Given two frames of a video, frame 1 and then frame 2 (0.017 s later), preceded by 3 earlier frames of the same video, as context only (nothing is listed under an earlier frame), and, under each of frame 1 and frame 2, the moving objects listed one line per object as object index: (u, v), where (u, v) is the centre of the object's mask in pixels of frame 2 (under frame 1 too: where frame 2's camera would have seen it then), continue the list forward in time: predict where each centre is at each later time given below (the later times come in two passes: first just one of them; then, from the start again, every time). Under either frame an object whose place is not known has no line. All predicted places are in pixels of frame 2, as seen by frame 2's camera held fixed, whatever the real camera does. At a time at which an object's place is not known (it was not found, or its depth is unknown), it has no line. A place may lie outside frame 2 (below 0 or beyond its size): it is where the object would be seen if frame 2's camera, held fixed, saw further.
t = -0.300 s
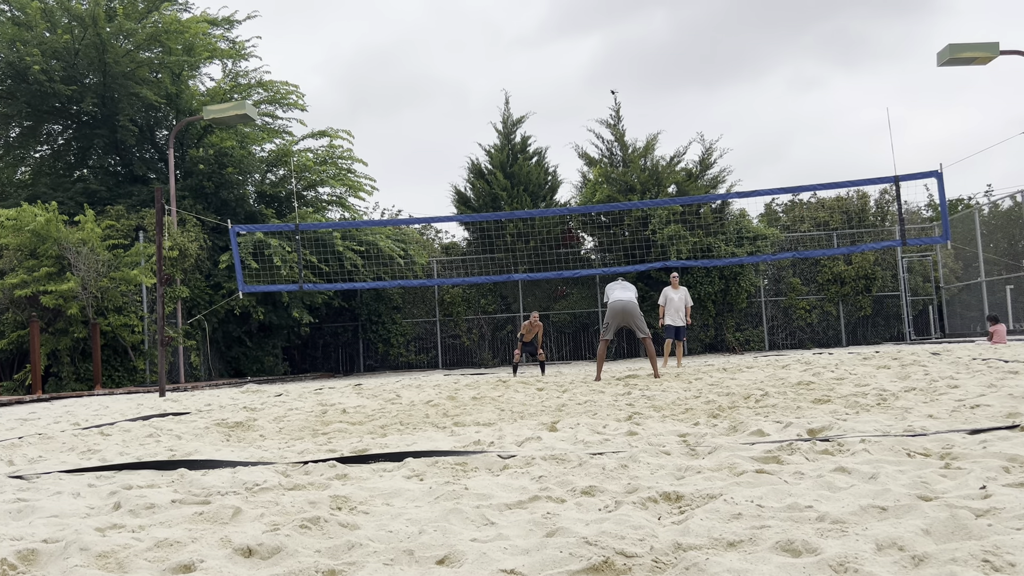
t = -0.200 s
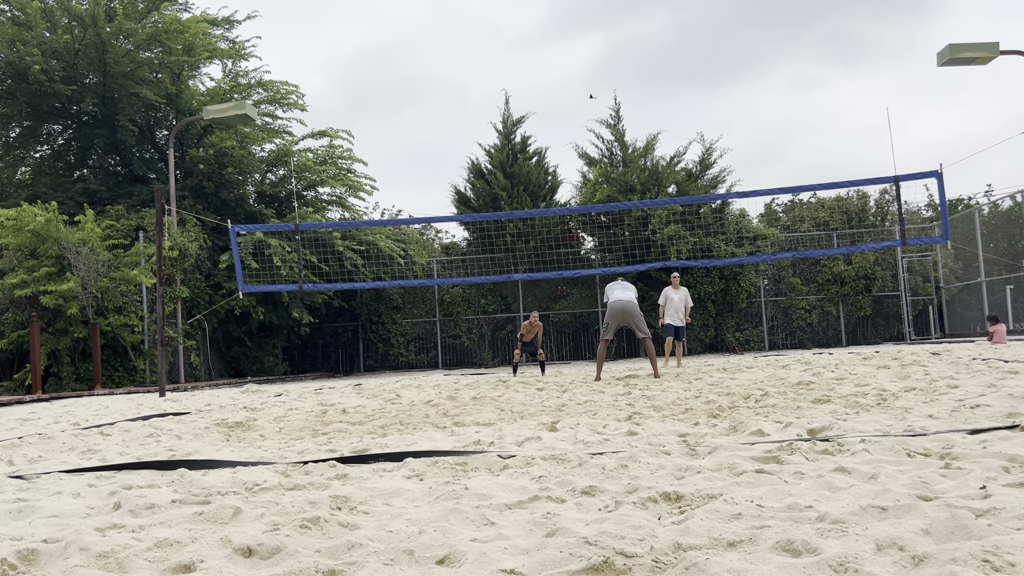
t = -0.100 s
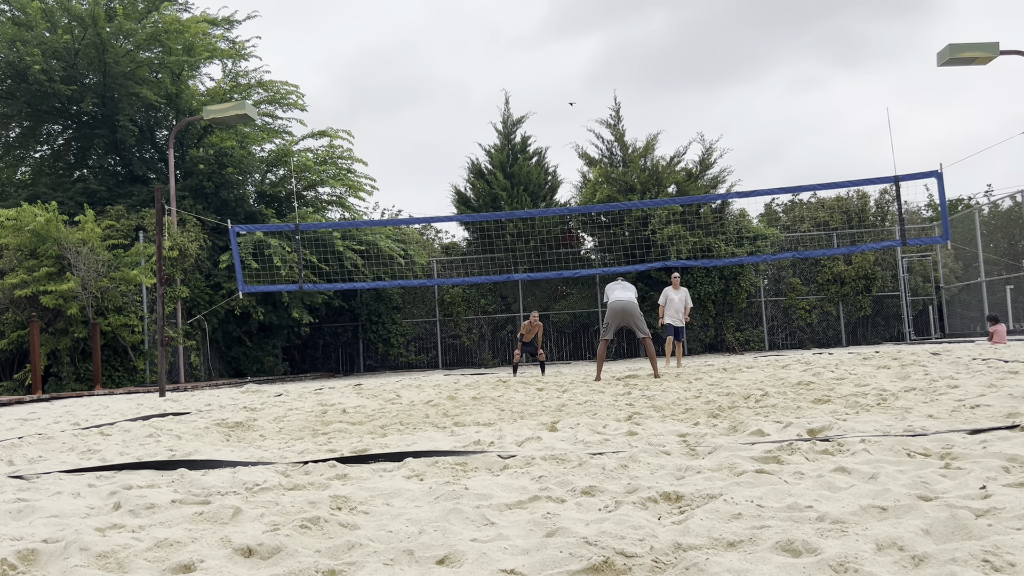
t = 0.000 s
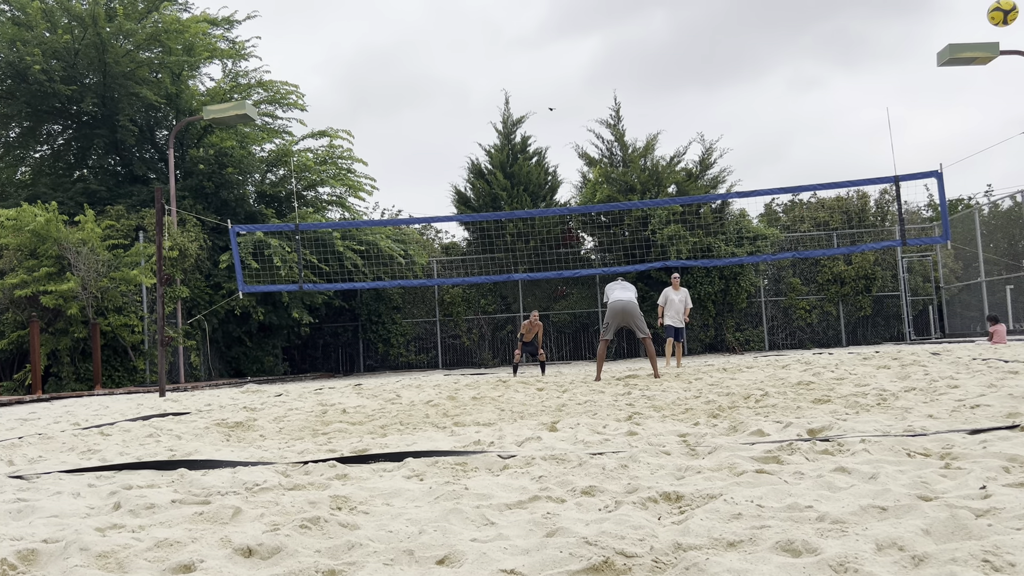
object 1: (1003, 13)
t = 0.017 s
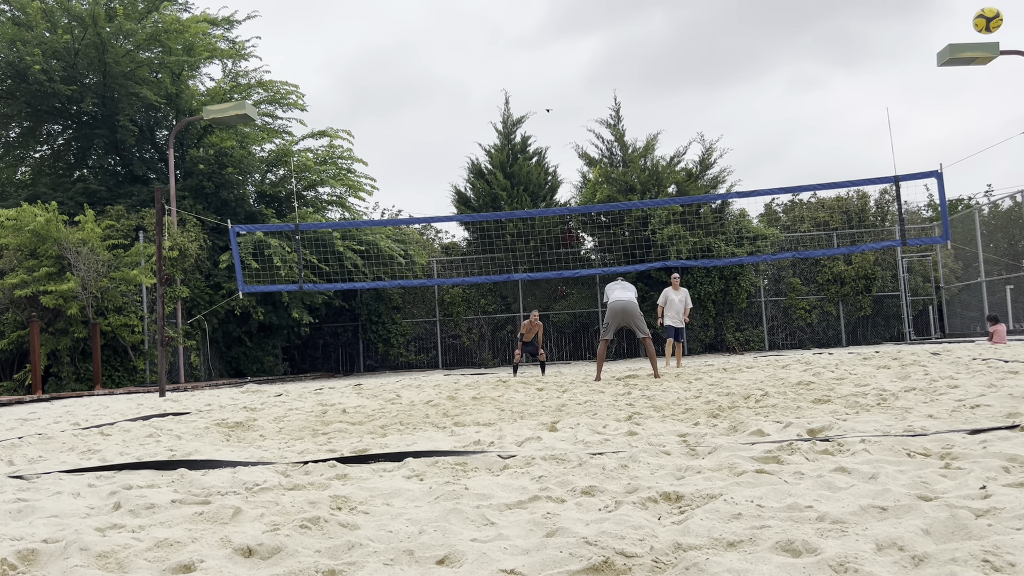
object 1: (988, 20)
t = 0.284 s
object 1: (844, 124)
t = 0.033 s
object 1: (973, 28)
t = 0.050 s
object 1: (960, 35)
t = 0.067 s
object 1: (948, 42)
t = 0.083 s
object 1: (937, 49)
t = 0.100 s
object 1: (926, 56)
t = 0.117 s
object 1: (916, 63)
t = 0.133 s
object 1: (907, 69)
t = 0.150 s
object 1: (898, 76)
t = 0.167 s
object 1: (890, 82)
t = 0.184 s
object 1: (882, 88)
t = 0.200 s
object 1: (875, 94)
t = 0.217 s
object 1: (868, 101)
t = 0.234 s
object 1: (862, 106)
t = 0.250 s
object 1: (856, 112)
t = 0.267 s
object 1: (850, 118)
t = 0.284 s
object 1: (844, 124)
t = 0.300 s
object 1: (839, 130)
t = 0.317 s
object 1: (833, 136)
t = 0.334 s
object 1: (828, 141)
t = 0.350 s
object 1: (824, 147)
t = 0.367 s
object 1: (819, 152)
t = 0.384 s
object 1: (815, 158)
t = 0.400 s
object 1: (810, 163)
